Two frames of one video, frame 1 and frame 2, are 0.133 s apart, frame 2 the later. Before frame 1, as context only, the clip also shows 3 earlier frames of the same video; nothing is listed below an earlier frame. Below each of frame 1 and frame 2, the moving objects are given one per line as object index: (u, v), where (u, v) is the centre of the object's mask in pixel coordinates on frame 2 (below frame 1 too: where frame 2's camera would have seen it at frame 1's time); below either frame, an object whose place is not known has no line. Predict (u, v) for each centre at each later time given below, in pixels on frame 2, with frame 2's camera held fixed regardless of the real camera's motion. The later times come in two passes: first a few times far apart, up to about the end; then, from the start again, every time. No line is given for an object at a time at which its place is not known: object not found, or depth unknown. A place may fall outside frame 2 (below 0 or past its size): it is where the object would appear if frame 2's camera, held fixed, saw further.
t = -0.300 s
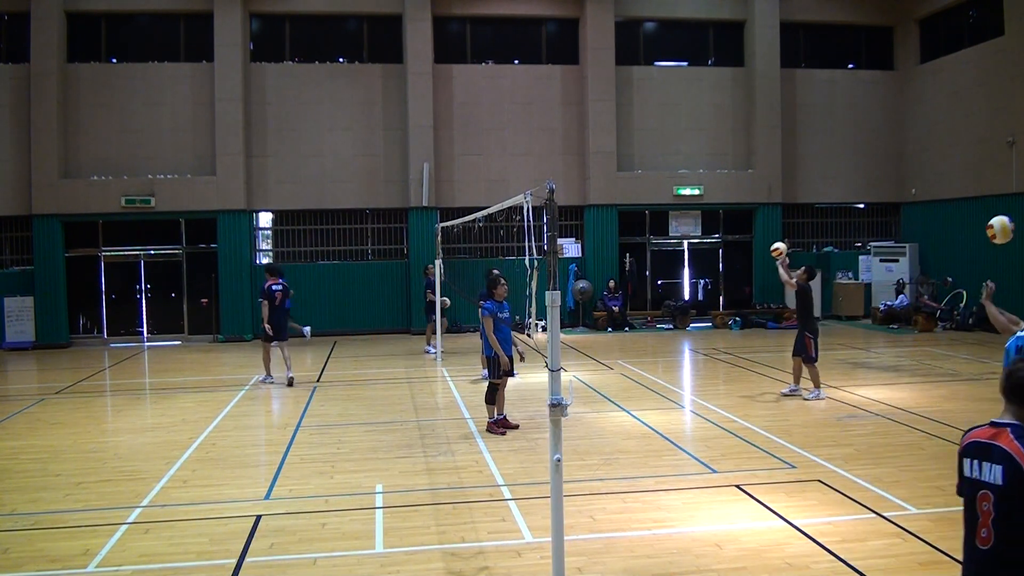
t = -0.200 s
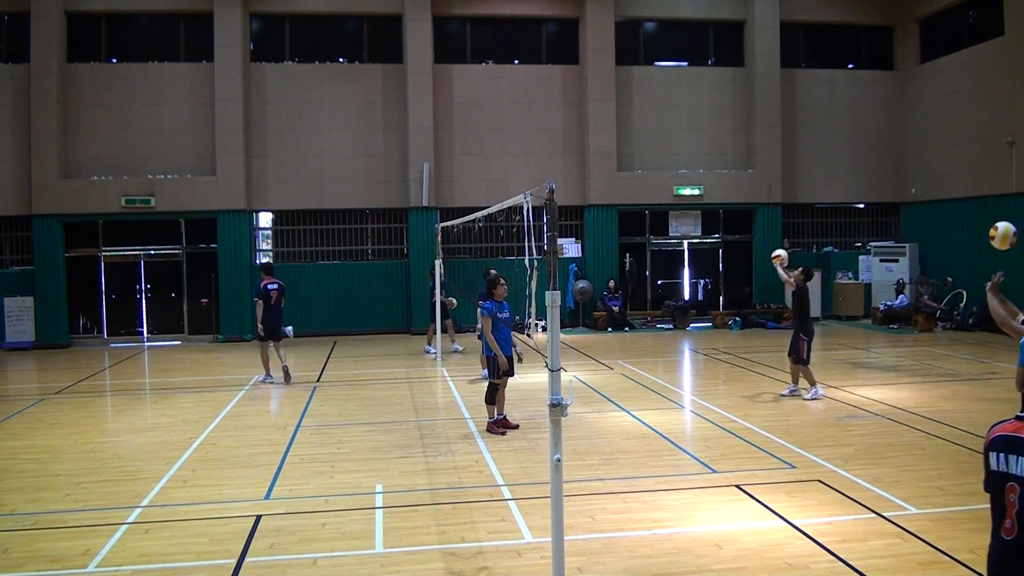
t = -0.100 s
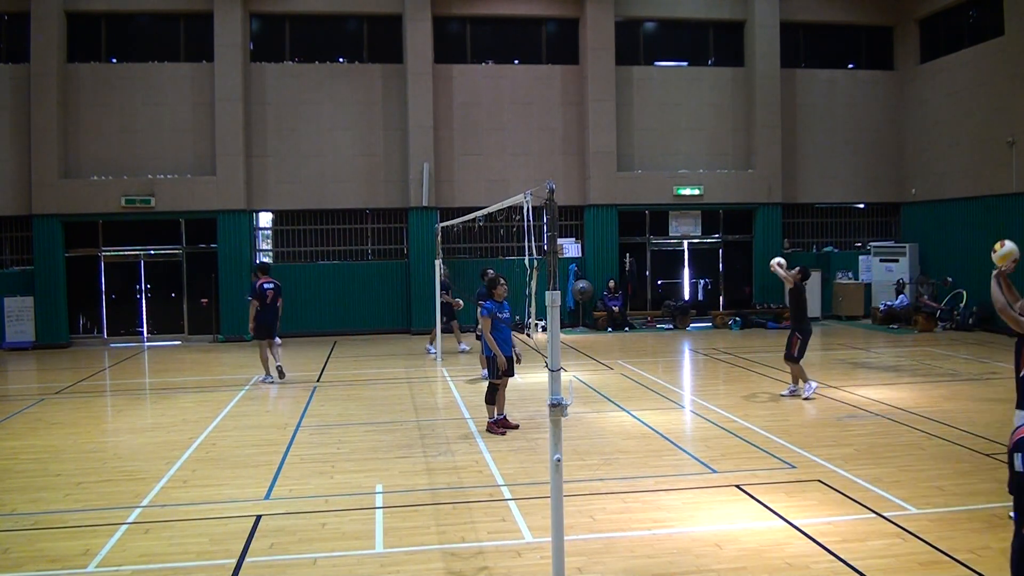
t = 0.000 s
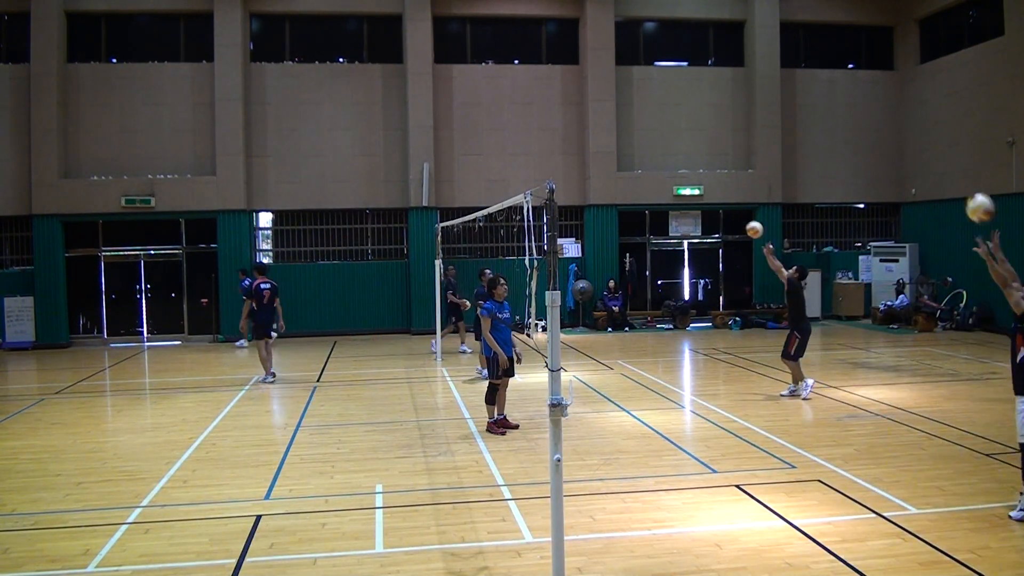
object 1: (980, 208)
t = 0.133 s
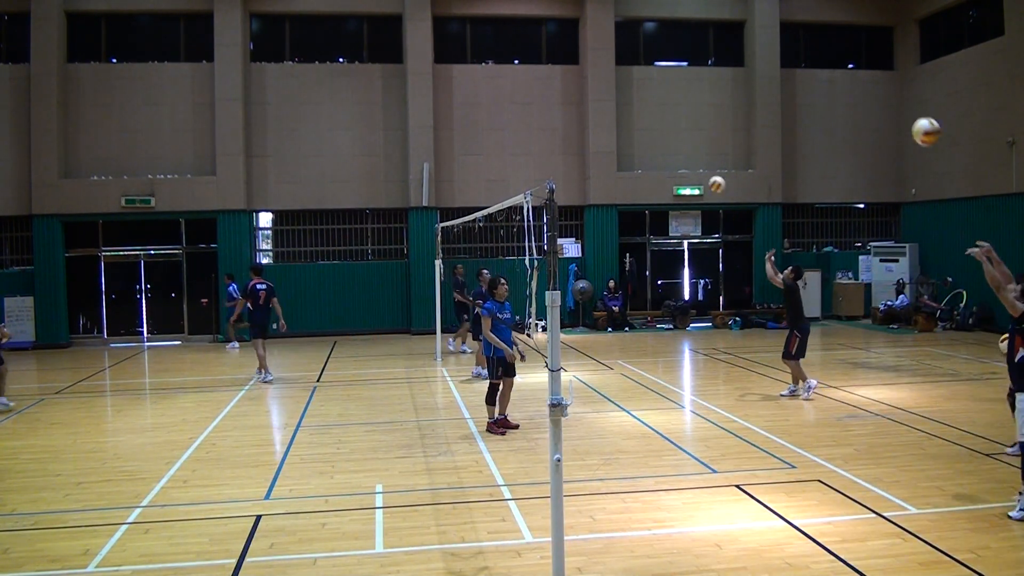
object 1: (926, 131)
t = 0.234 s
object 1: (887, 92)
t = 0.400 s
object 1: (826, 56)
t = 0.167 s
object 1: (913, 116)
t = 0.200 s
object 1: (900, 103)
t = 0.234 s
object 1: (887, 92)
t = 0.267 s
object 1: (875, 81)
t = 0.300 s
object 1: (862, 73)
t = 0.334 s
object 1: (850, 65)
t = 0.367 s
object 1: (838, 60)
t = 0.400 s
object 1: (826, 56)
